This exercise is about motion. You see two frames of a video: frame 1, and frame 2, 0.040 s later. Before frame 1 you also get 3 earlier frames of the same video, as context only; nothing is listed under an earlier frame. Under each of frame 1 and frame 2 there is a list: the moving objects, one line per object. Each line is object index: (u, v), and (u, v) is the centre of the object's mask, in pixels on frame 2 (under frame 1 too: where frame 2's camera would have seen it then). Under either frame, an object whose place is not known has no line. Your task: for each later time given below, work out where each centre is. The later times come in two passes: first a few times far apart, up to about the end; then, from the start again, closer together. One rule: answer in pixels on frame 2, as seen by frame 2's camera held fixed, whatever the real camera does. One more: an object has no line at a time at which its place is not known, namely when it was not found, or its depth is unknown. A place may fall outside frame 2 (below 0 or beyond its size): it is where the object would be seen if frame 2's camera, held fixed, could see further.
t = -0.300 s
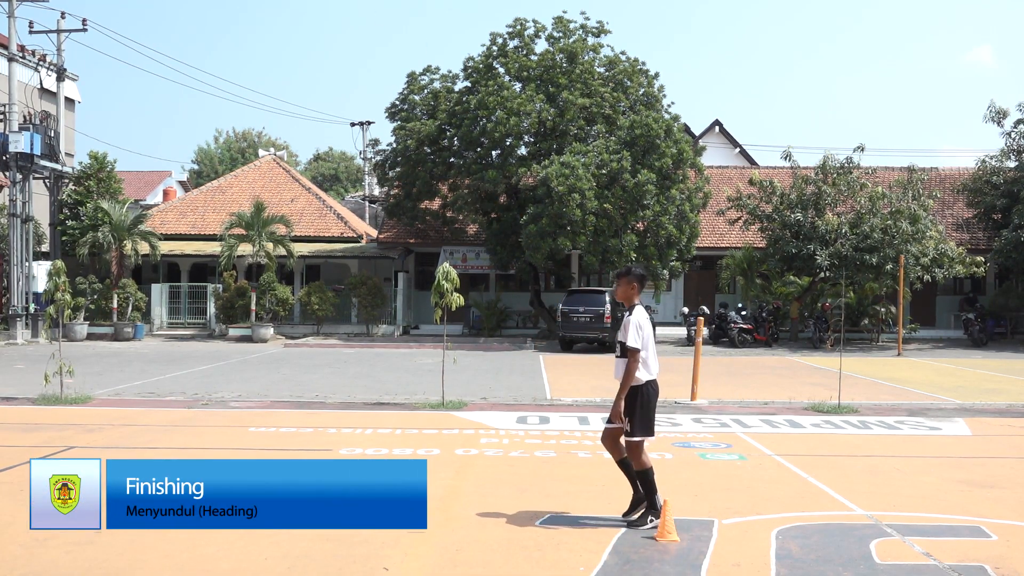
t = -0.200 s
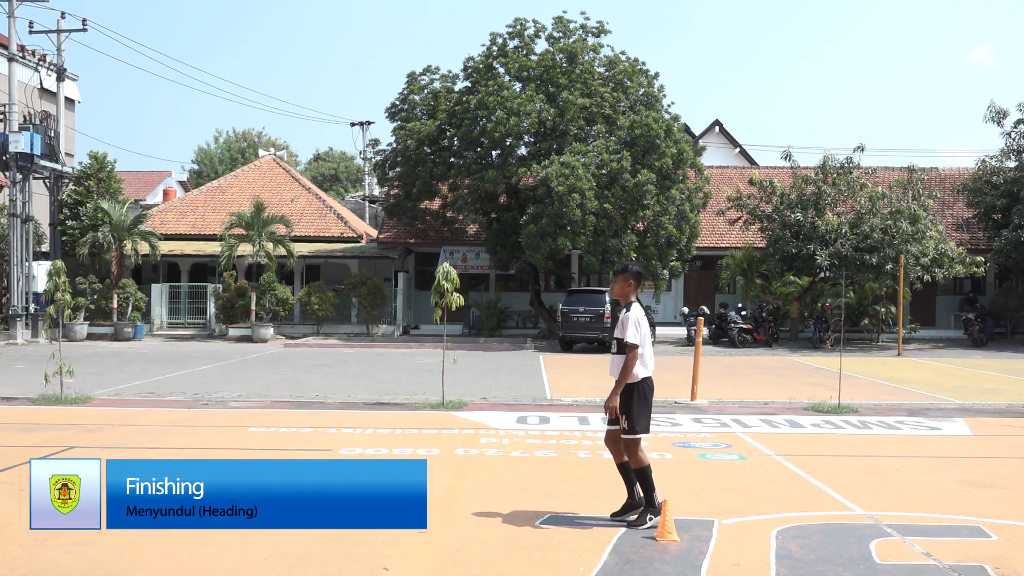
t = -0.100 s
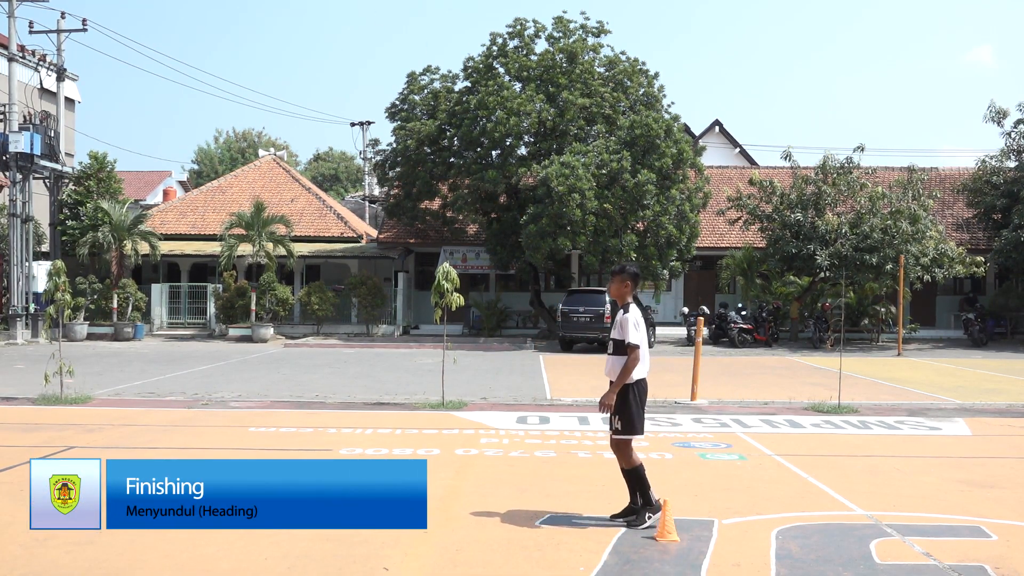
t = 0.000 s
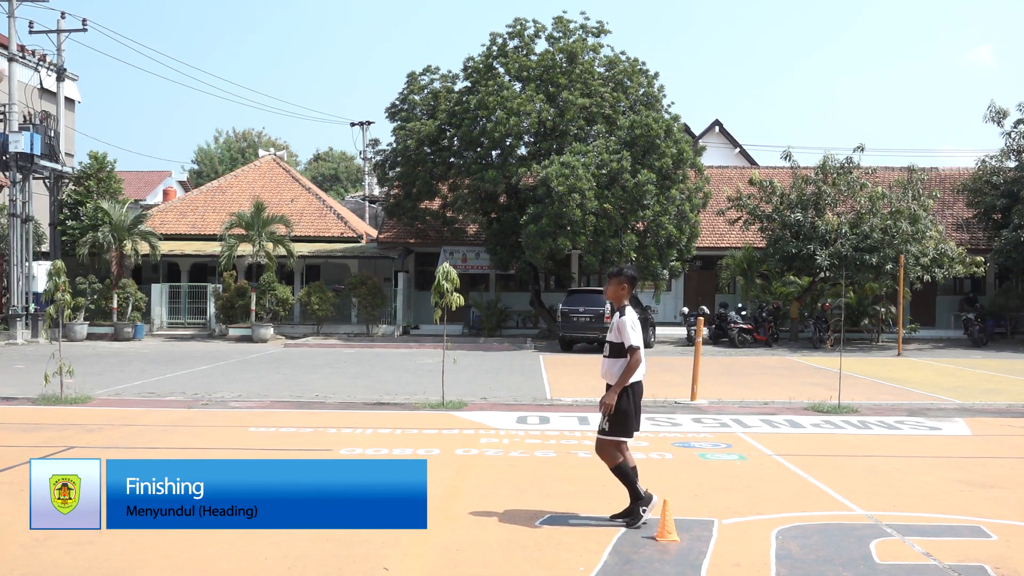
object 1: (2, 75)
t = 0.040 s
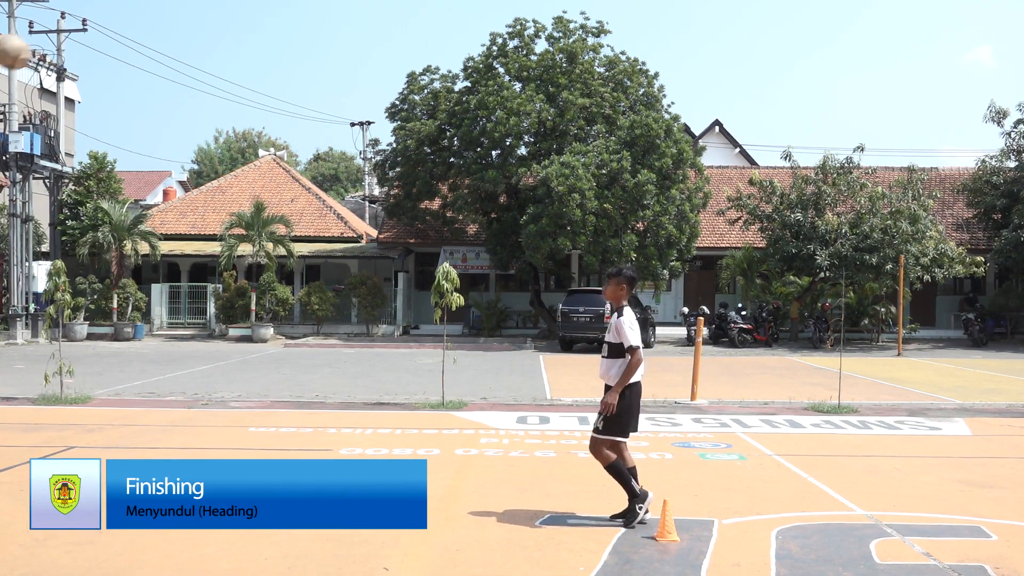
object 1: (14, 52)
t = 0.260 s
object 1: (153, 7)
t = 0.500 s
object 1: (301, 24)
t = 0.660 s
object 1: (400, 93)
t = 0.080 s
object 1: (36, 37)
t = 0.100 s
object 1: (49, 30)
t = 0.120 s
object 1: (62, 24)
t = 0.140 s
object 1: (75, 18)
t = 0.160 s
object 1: (89, 14)
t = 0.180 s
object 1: (101, 12)
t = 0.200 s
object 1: (114, 10)
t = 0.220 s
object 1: (127, 9)
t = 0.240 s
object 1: (140, 8)
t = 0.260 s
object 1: (153, 7)
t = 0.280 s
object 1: (165, 6)
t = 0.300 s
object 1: (177, 6)
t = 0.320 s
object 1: (190, 6)
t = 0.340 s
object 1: (202, 6)
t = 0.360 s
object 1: (215, 7)
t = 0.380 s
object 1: (227, 8)
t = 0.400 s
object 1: (239, 9)
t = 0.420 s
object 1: (252, 11)
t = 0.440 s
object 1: (264, 12)
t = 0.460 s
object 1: (277, 15)
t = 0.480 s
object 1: (289, 18)
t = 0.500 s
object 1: (301, 24)
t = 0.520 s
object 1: (313, 31)
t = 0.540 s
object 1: (326, 37)
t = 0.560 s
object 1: (338, 45)
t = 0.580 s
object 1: (350, 53)
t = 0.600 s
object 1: (362, 62)
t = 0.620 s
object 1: (374, 72)
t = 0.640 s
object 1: (387, 81)
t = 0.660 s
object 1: (400, 93)
